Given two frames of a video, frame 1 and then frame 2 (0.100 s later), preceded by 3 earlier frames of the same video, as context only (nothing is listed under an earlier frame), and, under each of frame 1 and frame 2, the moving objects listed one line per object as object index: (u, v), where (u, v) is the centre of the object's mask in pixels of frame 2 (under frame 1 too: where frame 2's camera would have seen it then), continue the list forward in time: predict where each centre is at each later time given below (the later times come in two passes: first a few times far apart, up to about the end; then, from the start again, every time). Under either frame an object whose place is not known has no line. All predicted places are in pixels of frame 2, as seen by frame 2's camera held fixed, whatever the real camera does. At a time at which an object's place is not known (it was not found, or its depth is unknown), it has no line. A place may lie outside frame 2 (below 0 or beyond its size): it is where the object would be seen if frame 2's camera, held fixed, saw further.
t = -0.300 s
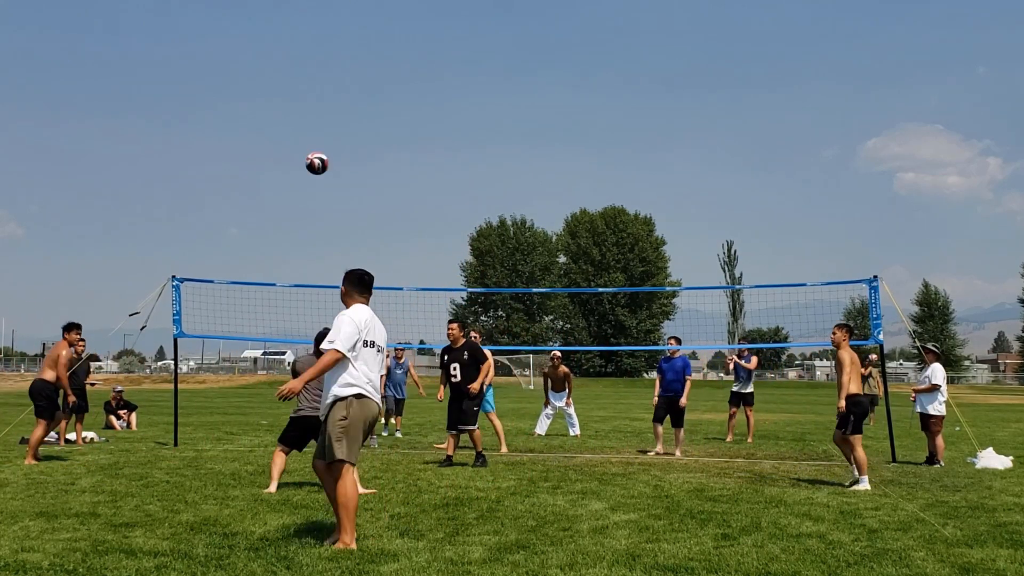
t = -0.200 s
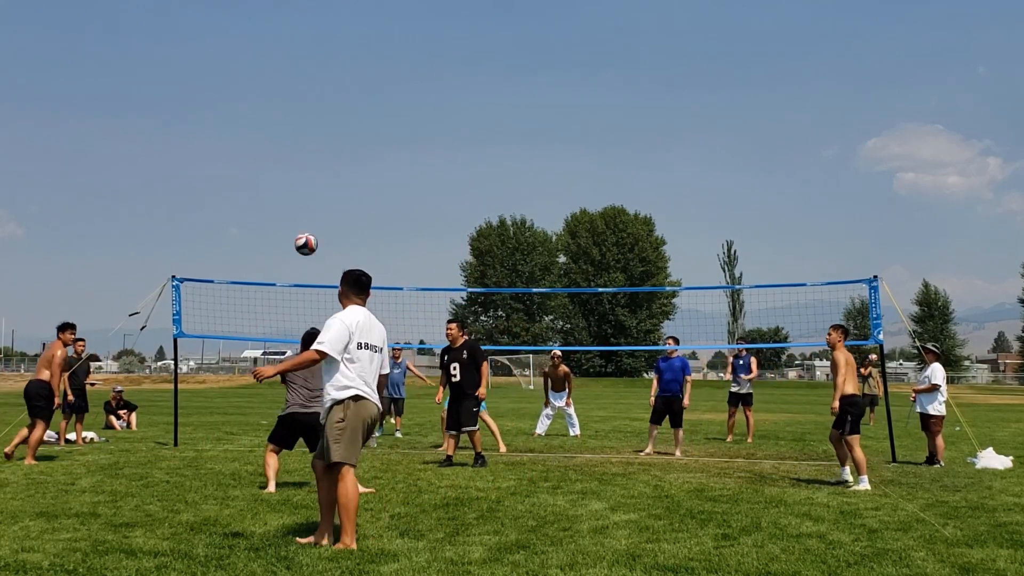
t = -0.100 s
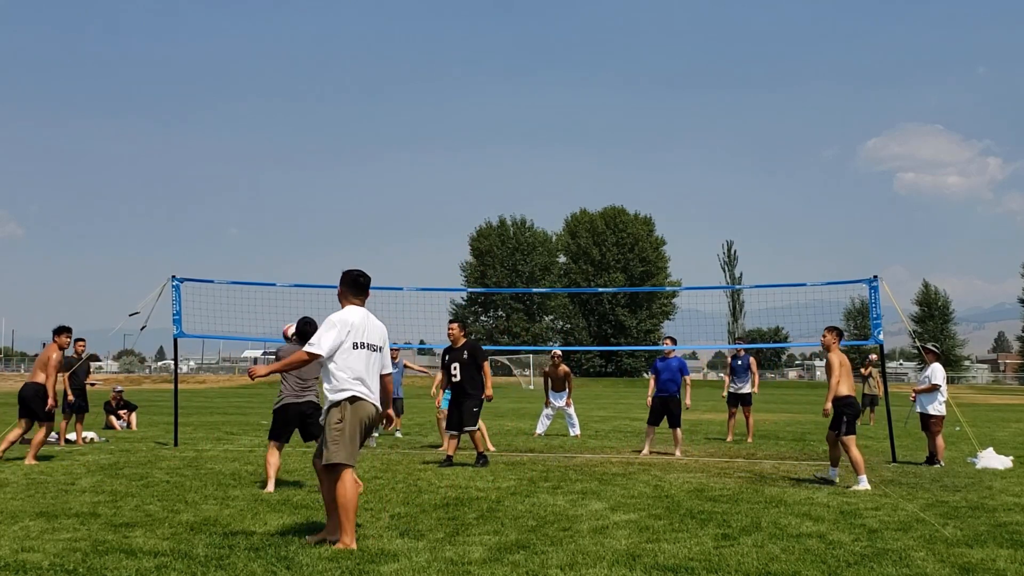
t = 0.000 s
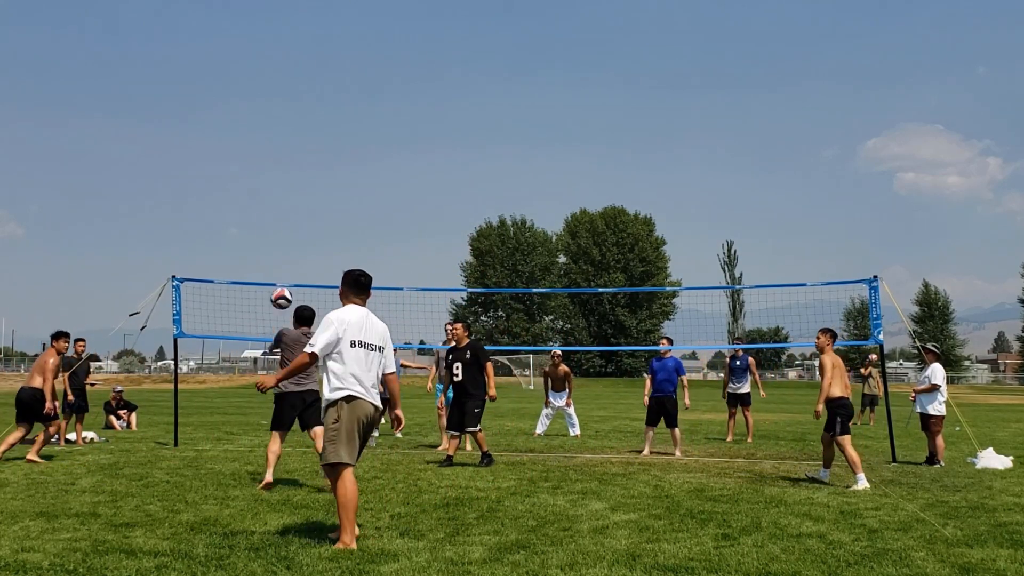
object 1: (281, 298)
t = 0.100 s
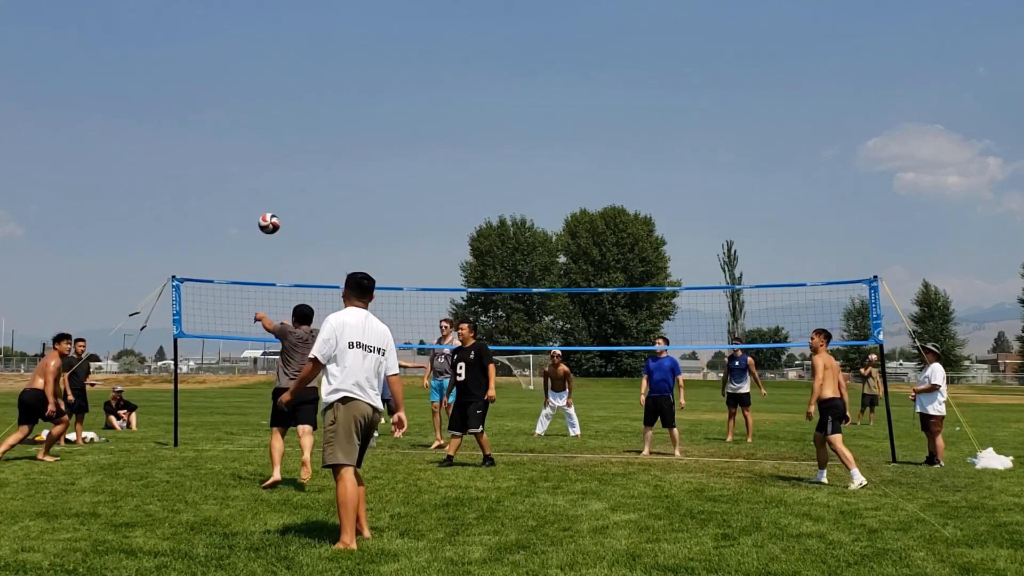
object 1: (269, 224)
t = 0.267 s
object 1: (250, 132)
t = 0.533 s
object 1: (222, 55)
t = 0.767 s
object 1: (199, 43)
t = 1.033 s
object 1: (174, 82)
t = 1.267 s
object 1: (154, 153)
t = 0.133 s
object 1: (265, 202)
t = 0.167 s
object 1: (261, 183)
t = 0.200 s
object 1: (257, 164)
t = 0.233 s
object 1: (254, 147)
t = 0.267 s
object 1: (250, 132)
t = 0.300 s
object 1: (246, 118)
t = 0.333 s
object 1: (242, 105)
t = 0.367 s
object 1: (239, 94)
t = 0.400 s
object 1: (235, 84)
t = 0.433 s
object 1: (232, 75)
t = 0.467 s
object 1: (228, 67)
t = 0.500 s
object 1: (225, 61)
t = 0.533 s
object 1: (222, 55)
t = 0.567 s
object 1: (218, 51)
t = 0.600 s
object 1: (214, 47)
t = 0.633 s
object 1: (212, 44)
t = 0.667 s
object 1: (208, 43)
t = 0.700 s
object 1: (205, 42)
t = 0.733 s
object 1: (202, 42)
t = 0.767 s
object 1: (199, 43)
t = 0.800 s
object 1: (196, 45)
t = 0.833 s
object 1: (192, 48)
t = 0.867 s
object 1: (189, 52)
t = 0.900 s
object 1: (186, 56)
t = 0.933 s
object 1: (183, 62)
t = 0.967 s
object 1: (180, 67)
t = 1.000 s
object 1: (177, 74)
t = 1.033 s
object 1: (174, 82)
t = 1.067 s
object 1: (171, 90)
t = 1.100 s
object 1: (168, 99)
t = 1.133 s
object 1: (166, 108)
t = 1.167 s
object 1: (163, 119)
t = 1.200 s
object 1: (160, 129)
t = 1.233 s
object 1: (157, 141)
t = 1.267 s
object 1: (154, 153)
